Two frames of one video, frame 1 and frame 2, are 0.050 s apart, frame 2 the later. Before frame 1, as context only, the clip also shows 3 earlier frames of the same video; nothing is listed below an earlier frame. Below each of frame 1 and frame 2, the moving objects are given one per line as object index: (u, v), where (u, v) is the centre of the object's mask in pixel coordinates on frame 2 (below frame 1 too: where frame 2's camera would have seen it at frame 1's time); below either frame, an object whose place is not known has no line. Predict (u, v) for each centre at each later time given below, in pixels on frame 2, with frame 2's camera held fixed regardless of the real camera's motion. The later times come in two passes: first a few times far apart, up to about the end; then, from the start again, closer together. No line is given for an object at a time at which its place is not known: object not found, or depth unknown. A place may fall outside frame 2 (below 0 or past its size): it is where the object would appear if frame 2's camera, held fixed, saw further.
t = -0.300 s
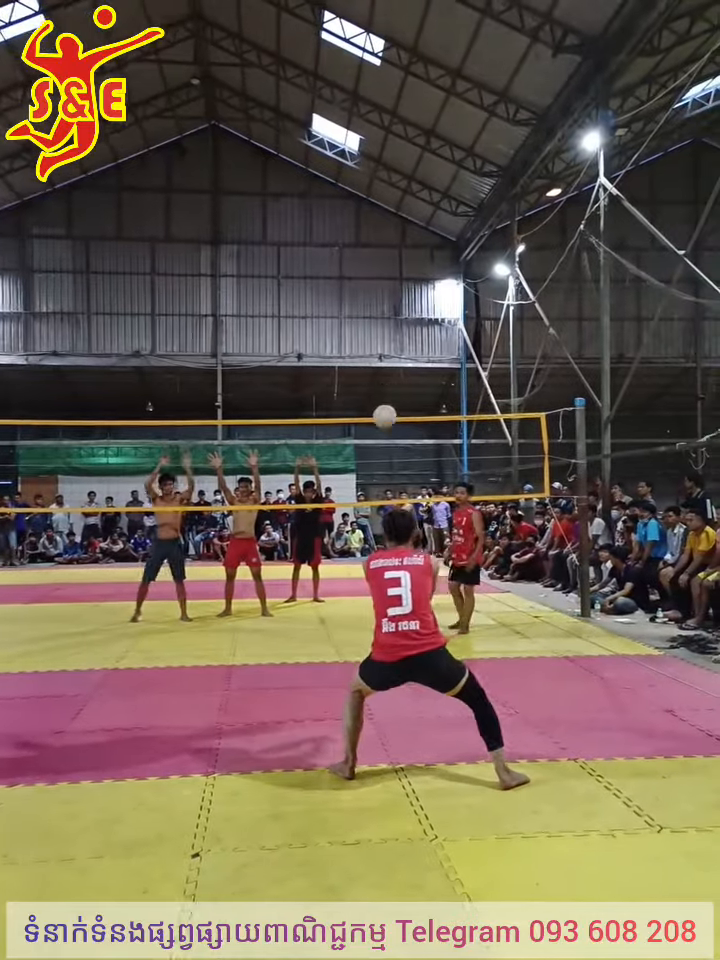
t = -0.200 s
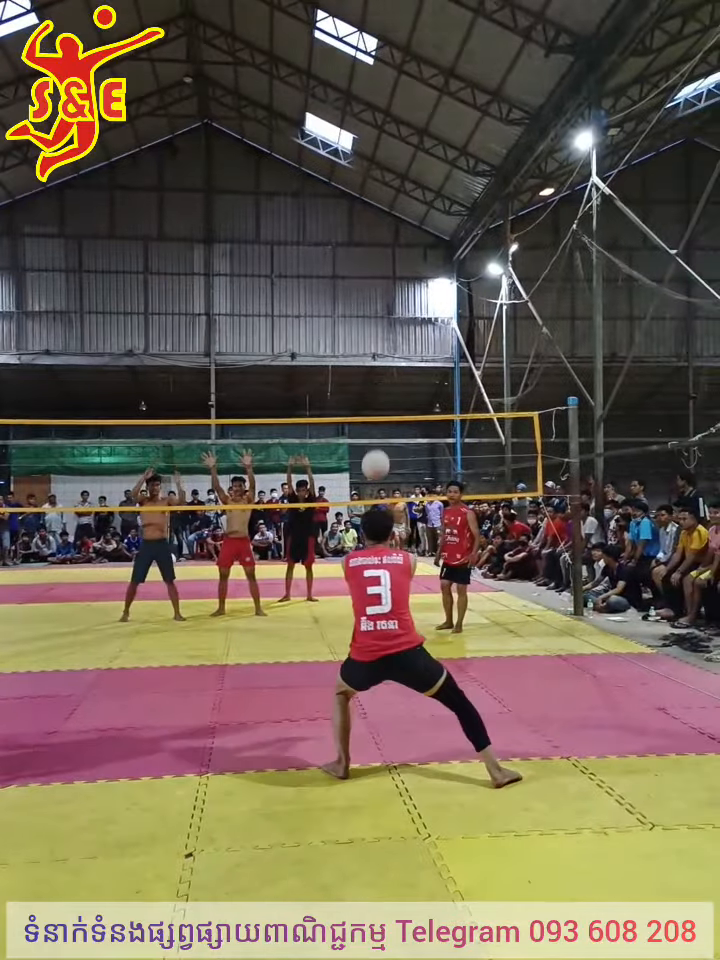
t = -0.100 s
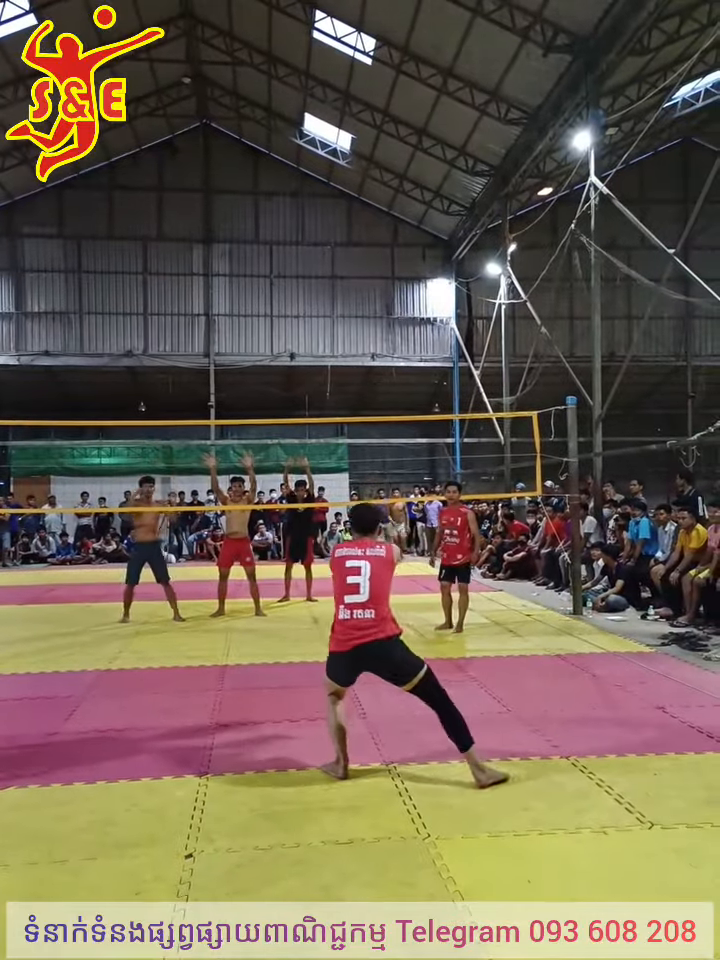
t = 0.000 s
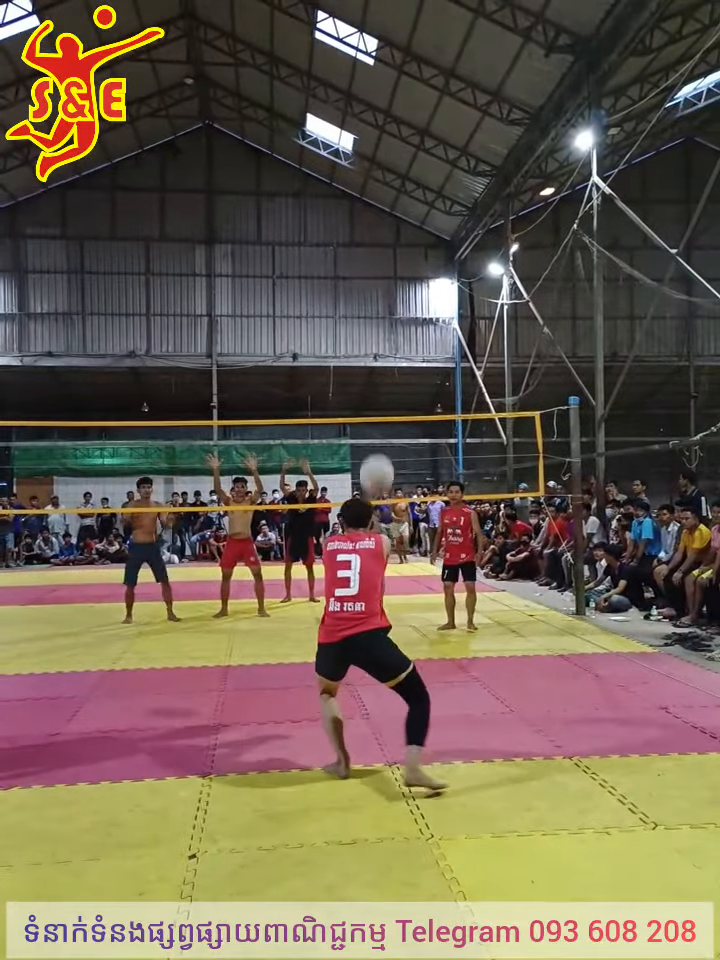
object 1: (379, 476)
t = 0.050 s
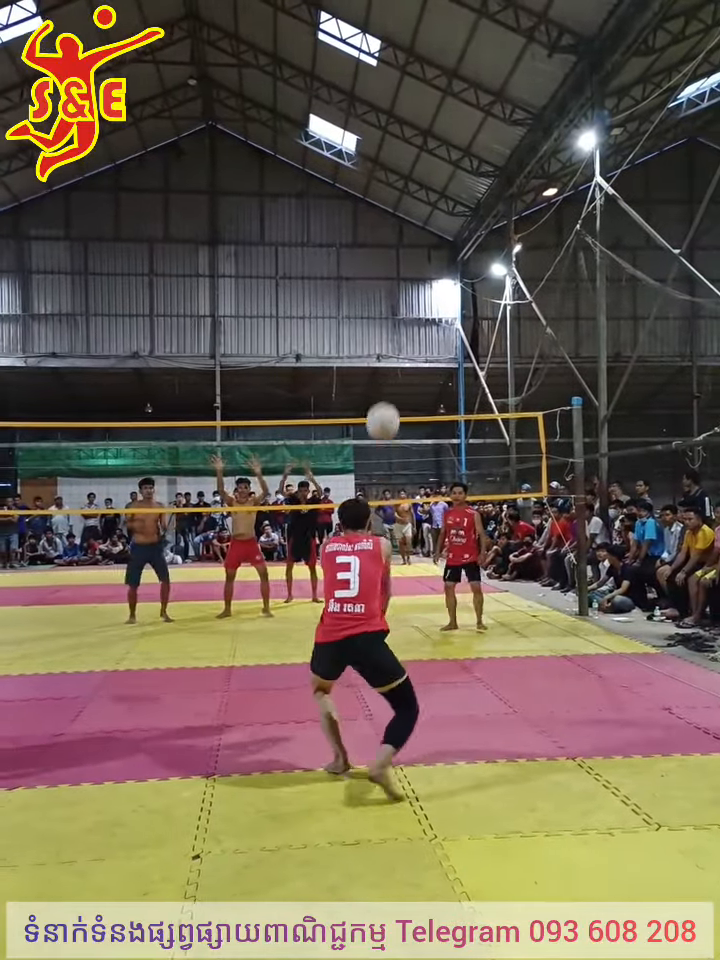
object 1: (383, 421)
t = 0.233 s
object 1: (393, 280)
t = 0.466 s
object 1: (404, 194)
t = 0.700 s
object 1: (415, 182)
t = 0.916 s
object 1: (424, 222)
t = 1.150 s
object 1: (433, 308)
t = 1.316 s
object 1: (440, 391)
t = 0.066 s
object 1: (383, 402)
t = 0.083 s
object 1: (385, 389)
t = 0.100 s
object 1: (385, 376)
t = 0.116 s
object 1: (387, 362)
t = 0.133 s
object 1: (388, 345)
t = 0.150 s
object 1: (389, 335)
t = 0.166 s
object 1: (390, 321)
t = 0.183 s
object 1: (390, 311)
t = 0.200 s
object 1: (391, 300)
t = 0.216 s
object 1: (392, 289)
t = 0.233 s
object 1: (393, 280)
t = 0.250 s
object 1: (394, 271)
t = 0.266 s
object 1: (395, 262)
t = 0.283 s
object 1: (395, 253)
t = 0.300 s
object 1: (396, 246)
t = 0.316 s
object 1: (397, 239)
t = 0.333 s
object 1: (398, 233)
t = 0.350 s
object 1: (399, 226)
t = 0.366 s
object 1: (400, 220)
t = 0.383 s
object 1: (400, 215)
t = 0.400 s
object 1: (401, 210)
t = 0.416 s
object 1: (402, 206)
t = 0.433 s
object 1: (403, 201)
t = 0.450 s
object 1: (403, 197)
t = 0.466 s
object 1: (404, 194)
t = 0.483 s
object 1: (405, 191)
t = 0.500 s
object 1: (406, 188)
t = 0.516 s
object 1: (406, 186)
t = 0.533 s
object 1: (407, 184)
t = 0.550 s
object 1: (408, 182)
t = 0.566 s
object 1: (409, 181)
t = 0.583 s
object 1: (409, 180)
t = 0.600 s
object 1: (410, 179)
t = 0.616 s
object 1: (411, 179)
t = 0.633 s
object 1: (411, 179)
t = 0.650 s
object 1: (412, 179)
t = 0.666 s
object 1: (413, 180)
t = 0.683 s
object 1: (414, 181)
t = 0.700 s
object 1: (415, 182)
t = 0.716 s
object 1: (415, 184)
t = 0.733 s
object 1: (416, 185)
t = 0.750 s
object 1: (417, 187)
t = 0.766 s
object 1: (418, 189)
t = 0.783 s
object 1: (418, 192)
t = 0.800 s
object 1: (419, 194)
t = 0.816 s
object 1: (419, 198)
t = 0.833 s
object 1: (420, 202)
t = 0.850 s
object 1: (421, 205)
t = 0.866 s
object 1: (422, 209)
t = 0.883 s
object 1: (423, 213)
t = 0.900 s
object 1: (423, 218)
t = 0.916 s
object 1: (424, 222)
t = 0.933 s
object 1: (424, 227)
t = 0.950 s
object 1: (425, 232)
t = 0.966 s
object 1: (426, 237)
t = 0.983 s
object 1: (427, 243)
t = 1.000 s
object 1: (427, 248)
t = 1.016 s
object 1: (428, 255)
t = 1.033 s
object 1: (429, 260)
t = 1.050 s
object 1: (430, 267)
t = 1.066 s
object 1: (430, 272)
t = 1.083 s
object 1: (430, 278)
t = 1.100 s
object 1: (430, 285)
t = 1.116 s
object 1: (431, 292)
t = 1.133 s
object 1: (432, 300)
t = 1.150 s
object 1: (433, 308)
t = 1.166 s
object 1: (434, 316)
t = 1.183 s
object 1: (435, 324)
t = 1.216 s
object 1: (436, 339)
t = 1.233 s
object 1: (436, 347)
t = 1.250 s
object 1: (437, 355)
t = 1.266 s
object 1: (438, 365)
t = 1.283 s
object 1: (438, 375)
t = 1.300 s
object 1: (439, 382)
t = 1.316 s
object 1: (440, 391)
